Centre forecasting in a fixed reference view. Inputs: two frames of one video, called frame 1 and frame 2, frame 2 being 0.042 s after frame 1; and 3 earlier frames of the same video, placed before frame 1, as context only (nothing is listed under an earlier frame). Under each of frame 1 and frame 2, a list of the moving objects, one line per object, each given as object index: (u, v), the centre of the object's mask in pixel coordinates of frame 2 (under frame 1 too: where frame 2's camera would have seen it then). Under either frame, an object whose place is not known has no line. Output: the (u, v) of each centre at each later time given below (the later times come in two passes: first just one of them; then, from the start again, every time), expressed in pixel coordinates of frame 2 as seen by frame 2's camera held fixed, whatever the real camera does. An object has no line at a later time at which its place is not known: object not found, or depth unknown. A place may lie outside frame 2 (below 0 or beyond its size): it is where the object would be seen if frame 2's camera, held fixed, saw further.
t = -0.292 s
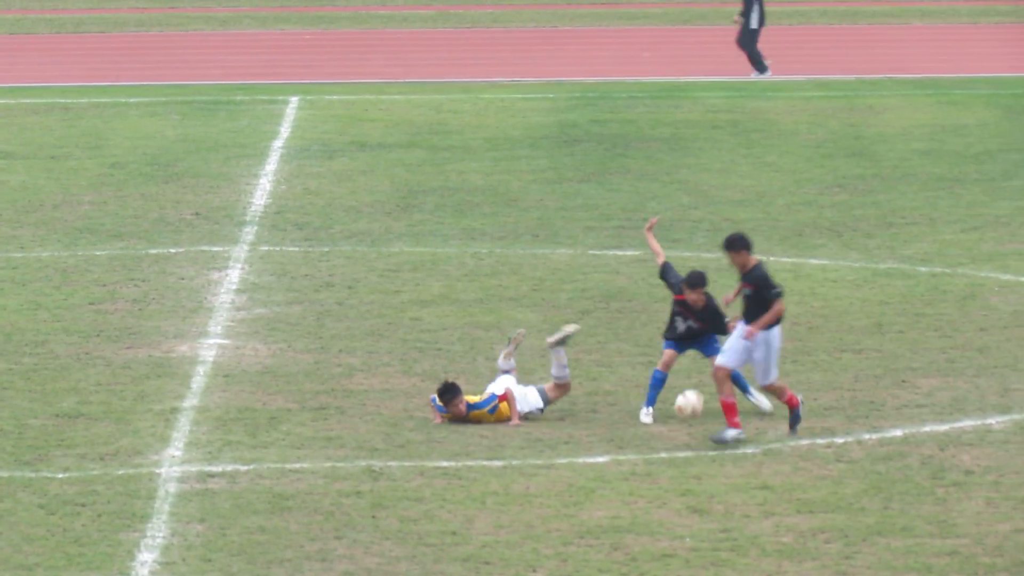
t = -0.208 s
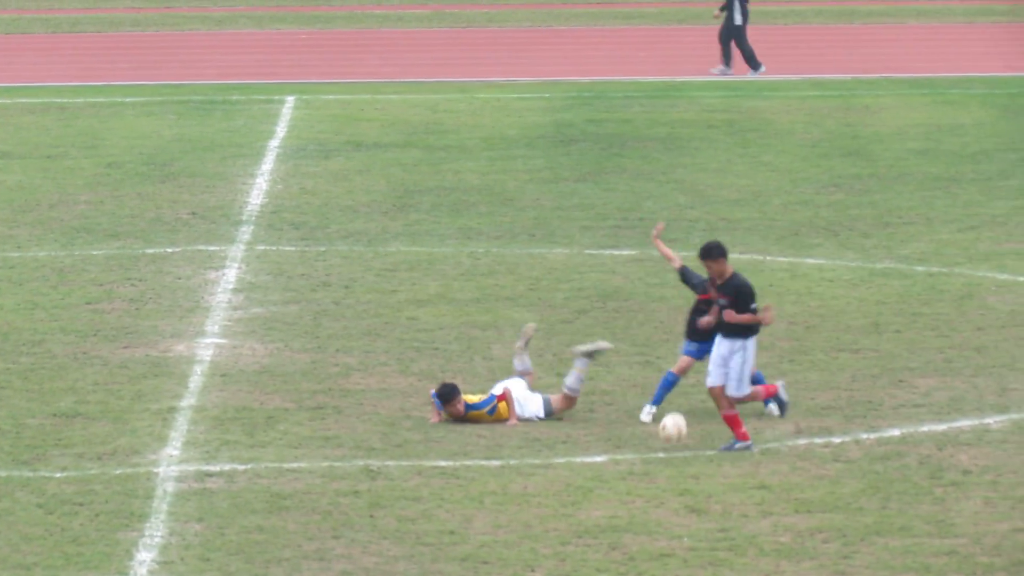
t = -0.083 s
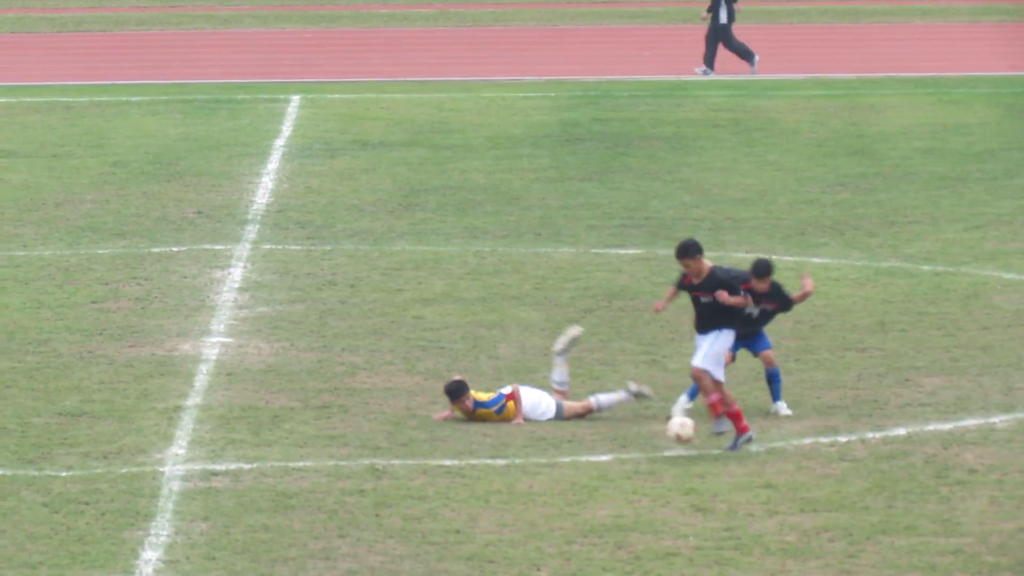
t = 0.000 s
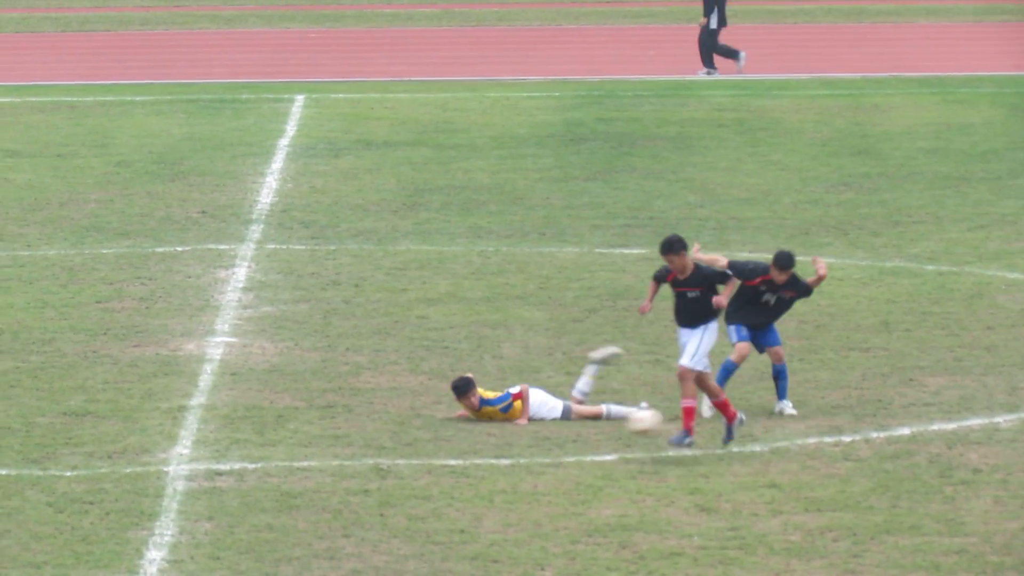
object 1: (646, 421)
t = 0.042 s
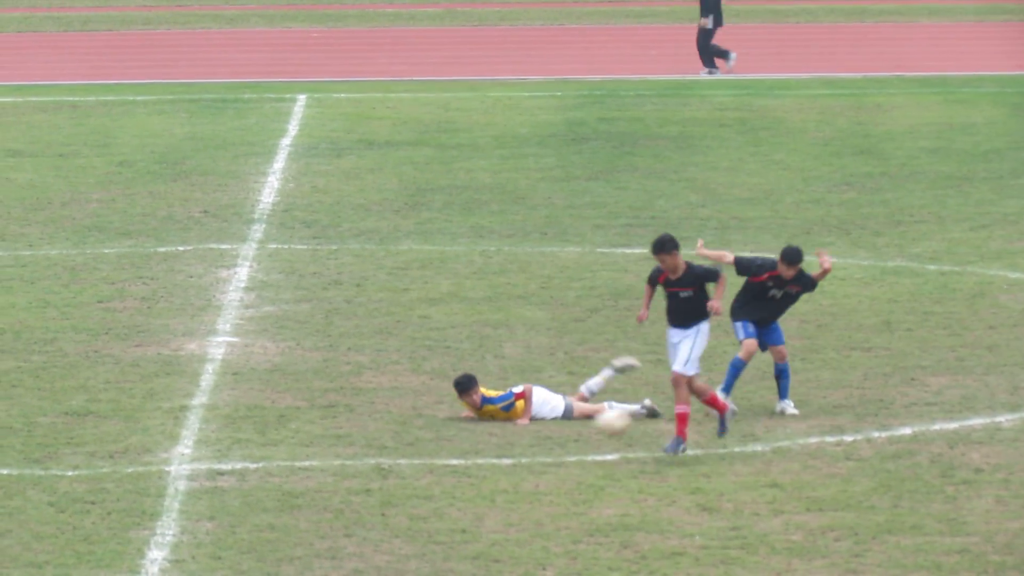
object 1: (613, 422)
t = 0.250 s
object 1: (441, 454)
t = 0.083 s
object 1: (579, 424)
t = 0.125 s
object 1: (543, 429)
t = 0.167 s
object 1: (510, 434)
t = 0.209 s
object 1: (475, 444)
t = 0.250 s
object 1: (441, 454)
